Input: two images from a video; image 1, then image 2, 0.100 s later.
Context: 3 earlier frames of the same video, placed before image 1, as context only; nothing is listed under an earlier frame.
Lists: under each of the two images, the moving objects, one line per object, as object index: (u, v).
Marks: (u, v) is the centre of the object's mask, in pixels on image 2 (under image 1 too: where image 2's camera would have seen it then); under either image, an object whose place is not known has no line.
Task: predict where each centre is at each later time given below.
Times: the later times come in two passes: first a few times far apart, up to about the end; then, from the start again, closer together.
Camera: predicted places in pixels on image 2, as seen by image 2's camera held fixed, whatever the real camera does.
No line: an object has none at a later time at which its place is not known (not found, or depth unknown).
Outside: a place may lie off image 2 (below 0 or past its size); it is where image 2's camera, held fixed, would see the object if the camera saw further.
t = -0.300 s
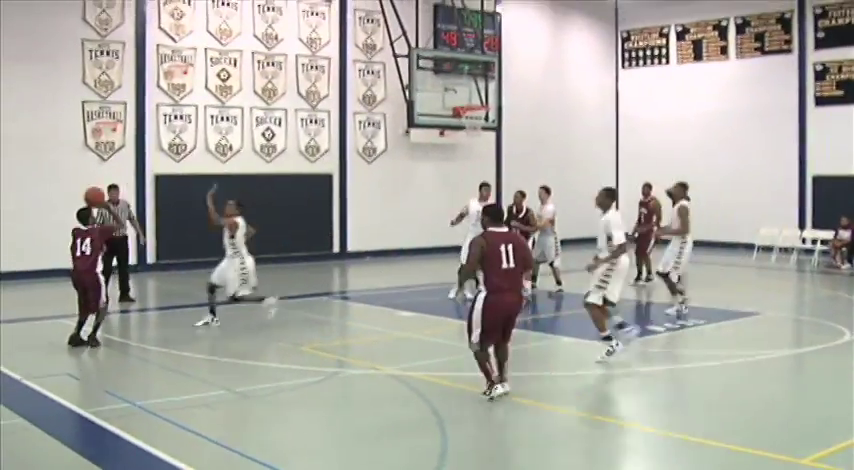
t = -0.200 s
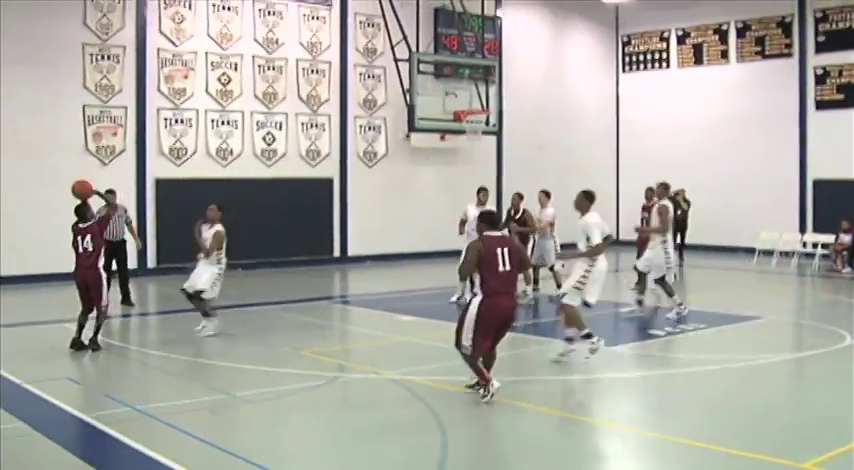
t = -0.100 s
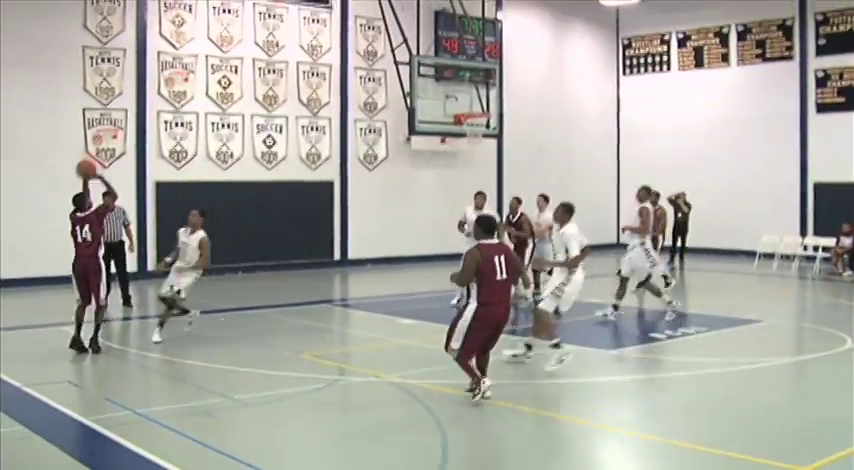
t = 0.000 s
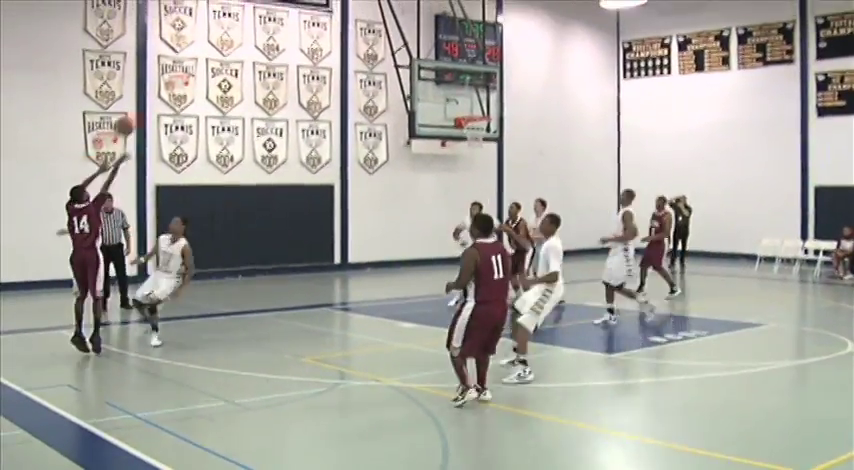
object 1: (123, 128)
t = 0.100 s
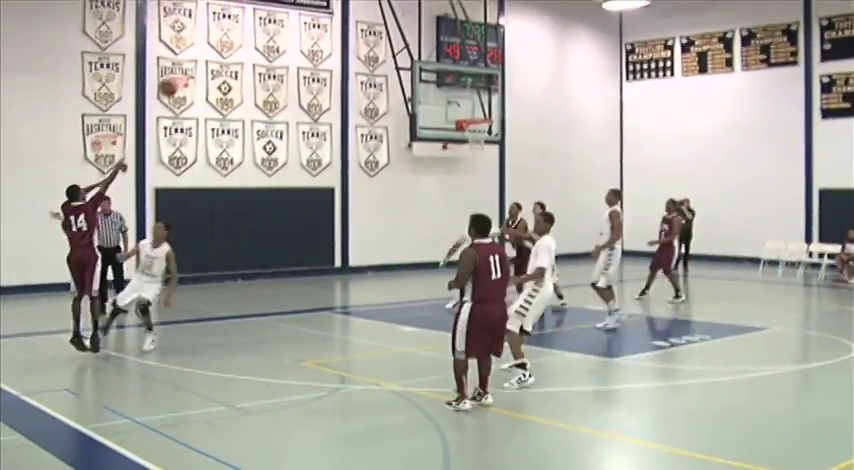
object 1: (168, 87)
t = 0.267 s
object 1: (235, 42)
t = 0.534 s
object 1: (326, 20)
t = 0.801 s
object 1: (404, 48)
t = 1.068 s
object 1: (470, 114)
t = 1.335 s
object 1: (493, 137)
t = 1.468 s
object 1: (499, 155)
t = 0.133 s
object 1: (183, 76)
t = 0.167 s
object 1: (196, 66)
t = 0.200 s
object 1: (209, 57)
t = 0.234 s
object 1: (223, 49)
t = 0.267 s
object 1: (235, 42)
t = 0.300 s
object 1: (248, 36)
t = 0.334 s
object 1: (260, 31)
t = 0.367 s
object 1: (272, 27)
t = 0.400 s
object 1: (283, 24)
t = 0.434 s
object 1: (295, 22)
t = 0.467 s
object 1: (305, 20)
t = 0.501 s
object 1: (316, 21)
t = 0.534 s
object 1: (326, 20)
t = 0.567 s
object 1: (339, 22)
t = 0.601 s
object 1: (348, 24)
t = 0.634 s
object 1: (358, 26)
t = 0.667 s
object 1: (367, 29)
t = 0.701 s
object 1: (376, 32)
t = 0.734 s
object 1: (386, 37)
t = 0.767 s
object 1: (397, 43)
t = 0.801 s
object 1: (404, 48)
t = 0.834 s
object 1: (413, 55)
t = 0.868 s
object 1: (421, 61)
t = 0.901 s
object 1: (431, 71)
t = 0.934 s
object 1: (441, 78)
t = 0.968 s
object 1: (447, 84)
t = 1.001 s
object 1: (454, 95)
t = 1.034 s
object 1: (462, 103)
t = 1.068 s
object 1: (470, 114)
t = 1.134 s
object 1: (484, 131)
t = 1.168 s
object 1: (486, 132)
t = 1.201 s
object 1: (488, 132)
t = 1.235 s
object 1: (489, 132)
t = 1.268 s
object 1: (491, 134)
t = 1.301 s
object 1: (493, 135)
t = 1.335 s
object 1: (493, 137)
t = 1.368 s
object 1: (495, 141)
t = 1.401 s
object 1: (497, 144)
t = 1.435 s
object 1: (498, 150)
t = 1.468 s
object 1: (499, 155)
